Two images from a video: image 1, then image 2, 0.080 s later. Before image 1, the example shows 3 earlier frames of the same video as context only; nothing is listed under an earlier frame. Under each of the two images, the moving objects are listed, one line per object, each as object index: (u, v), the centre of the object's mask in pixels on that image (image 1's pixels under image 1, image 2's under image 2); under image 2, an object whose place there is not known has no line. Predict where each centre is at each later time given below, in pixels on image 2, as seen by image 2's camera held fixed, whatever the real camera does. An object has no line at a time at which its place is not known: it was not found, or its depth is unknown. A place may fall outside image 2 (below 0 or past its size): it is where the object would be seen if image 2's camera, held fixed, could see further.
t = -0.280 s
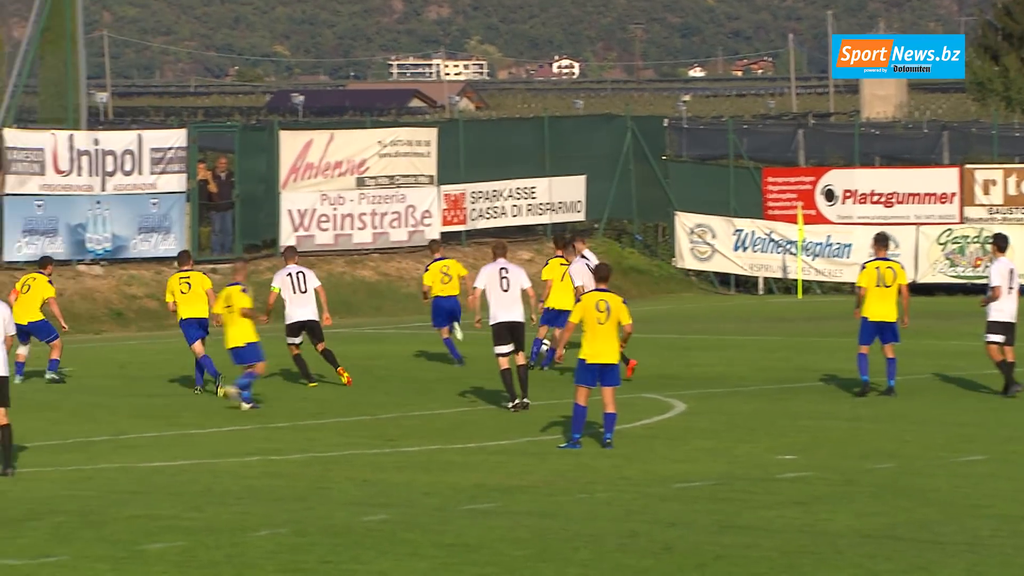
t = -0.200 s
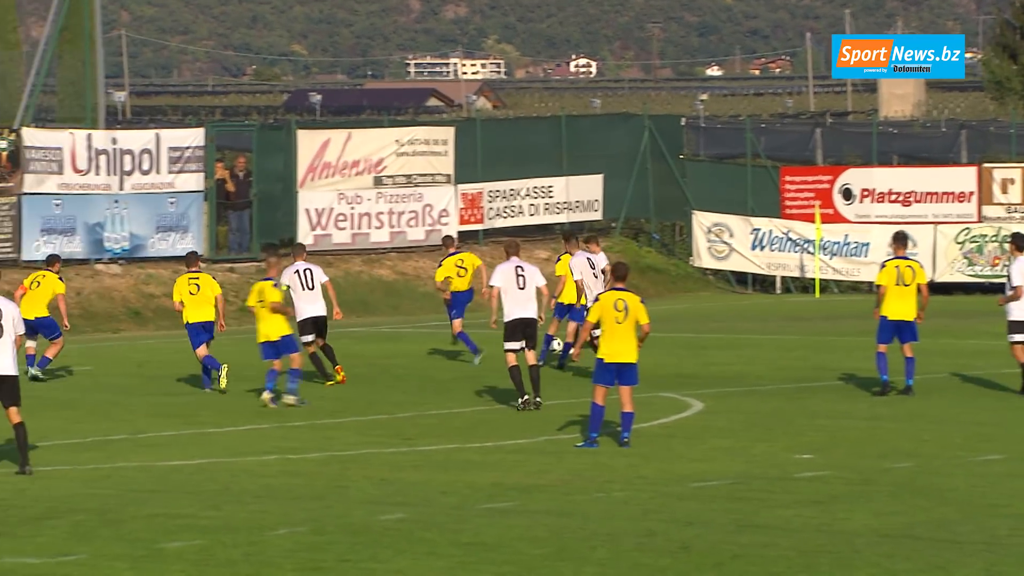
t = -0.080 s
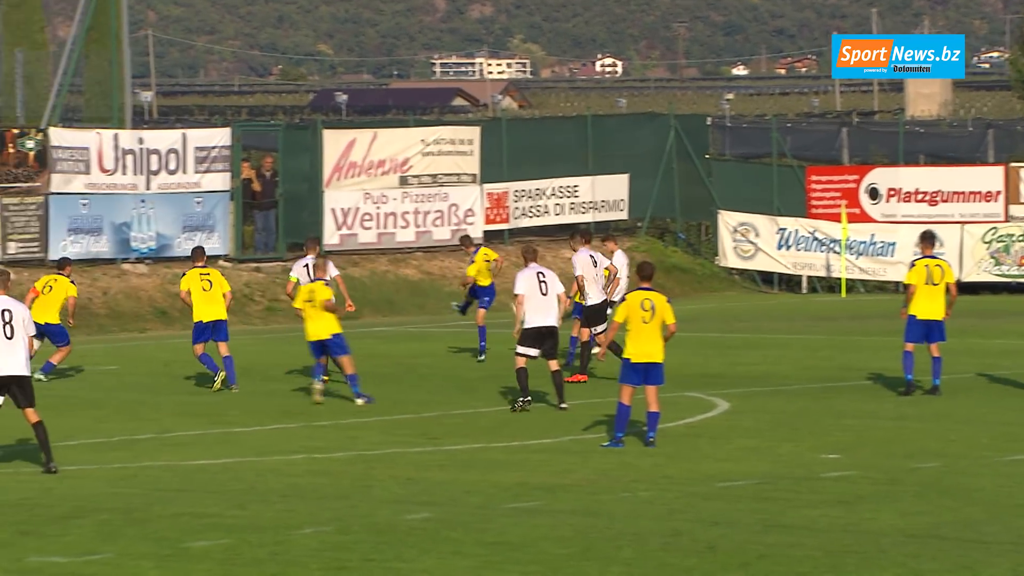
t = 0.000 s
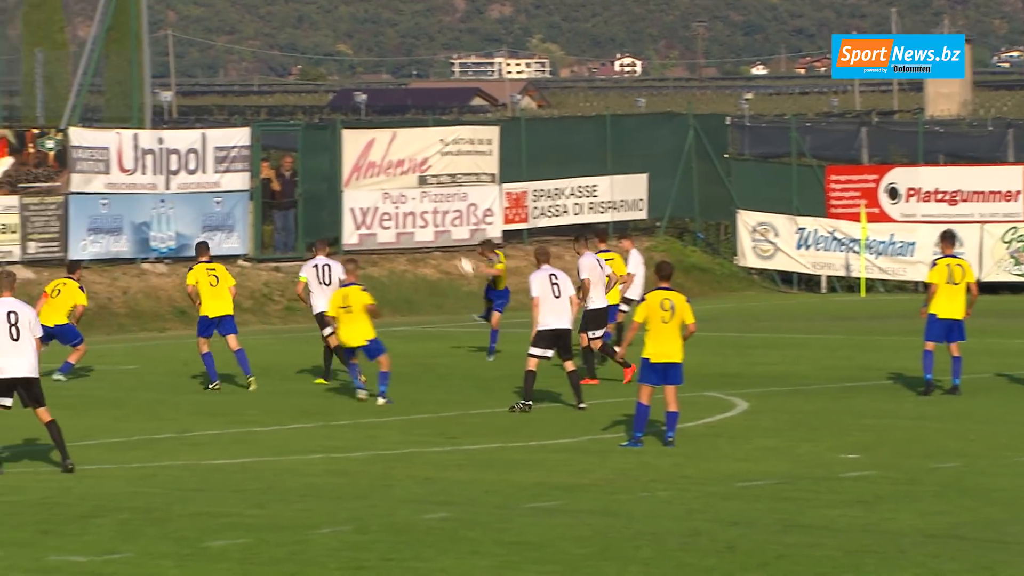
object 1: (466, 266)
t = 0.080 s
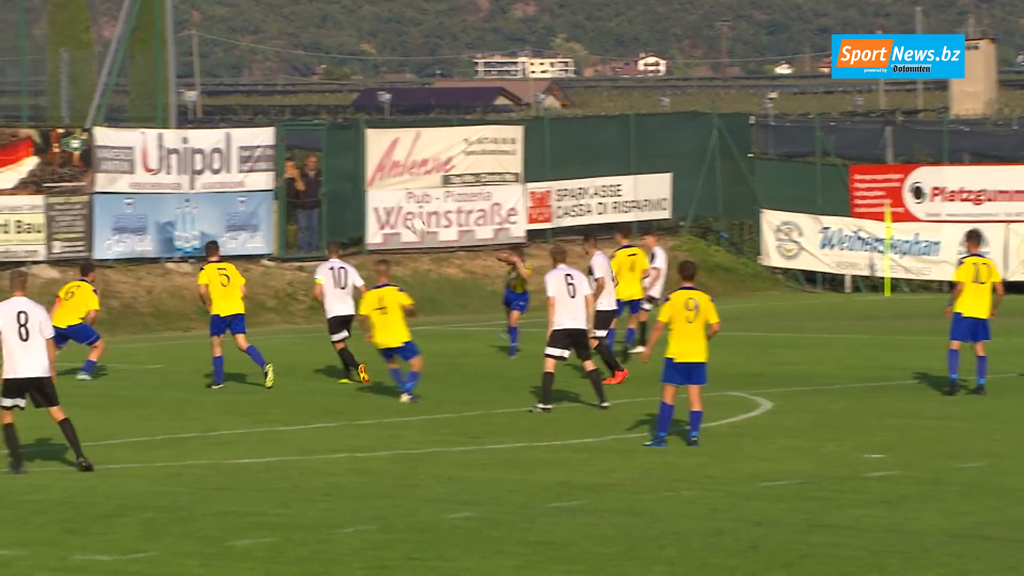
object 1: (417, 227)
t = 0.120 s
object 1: (384, 208)
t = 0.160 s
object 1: (350, 190)
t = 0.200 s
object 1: (317, 173)
